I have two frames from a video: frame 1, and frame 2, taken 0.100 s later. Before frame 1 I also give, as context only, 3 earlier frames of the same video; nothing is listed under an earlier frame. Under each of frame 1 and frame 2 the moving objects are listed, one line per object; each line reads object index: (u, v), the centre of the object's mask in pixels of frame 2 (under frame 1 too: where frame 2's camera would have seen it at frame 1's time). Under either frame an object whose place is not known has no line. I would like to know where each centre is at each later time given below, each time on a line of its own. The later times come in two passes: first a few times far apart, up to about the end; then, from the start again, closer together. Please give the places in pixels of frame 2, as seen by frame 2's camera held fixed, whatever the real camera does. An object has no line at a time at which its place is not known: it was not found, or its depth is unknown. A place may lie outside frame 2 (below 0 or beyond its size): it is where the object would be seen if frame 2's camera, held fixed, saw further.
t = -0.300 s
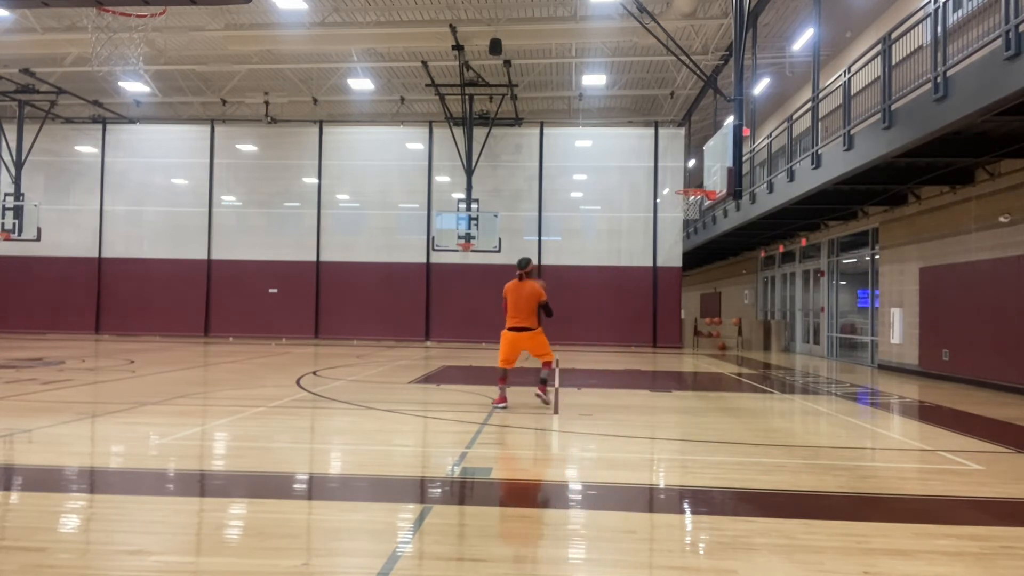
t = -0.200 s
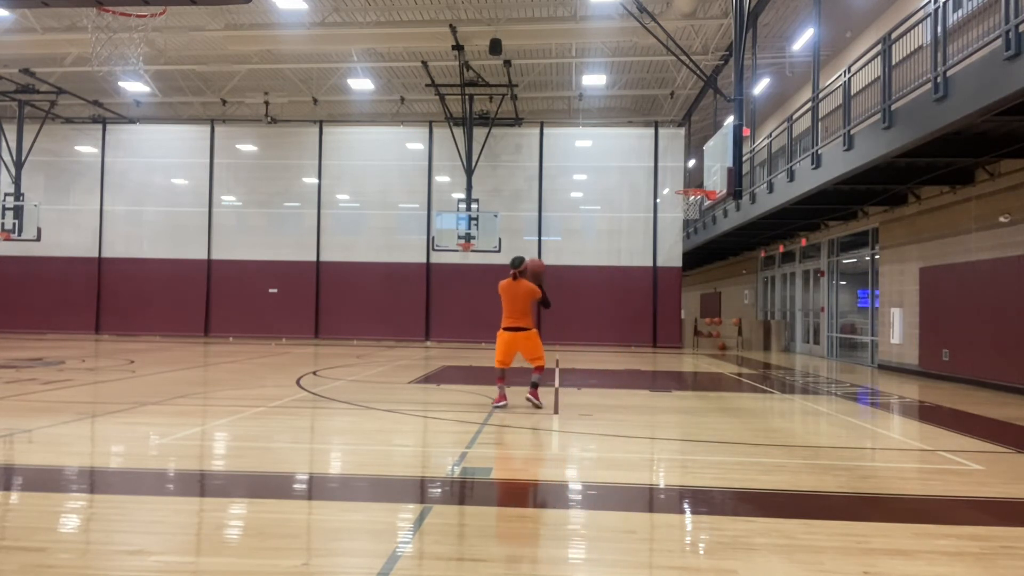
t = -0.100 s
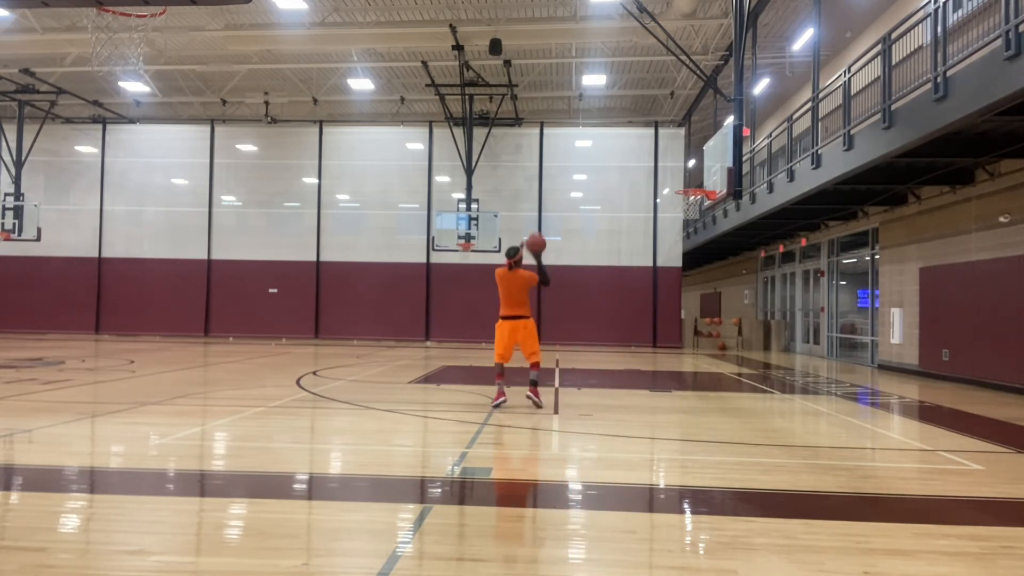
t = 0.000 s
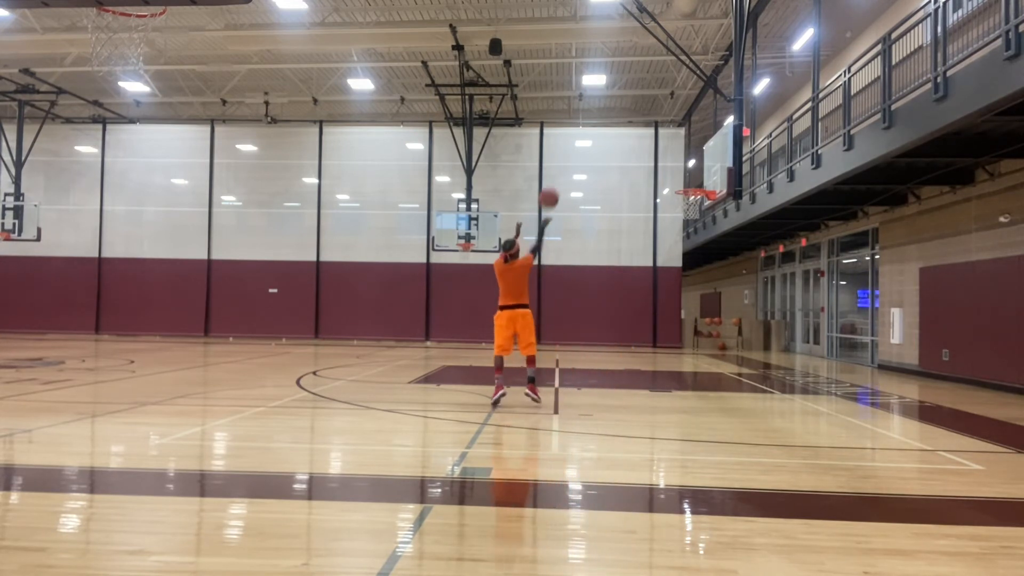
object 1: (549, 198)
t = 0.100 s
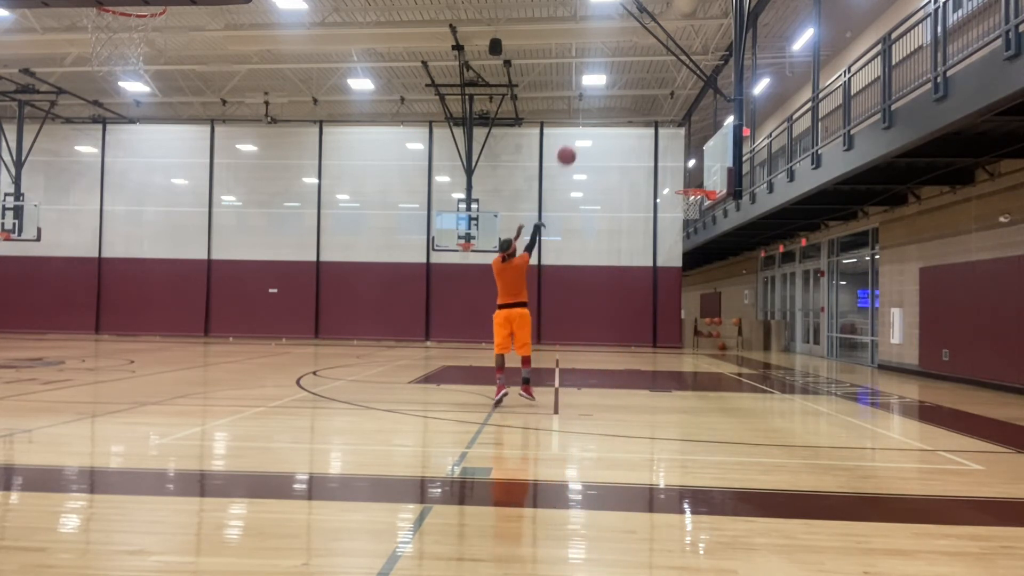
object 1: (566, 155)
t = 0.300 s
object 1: (598, 103)
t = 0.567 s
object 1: (633, 86)
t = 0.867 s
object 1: (665, 123)
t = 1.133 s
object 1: (687, 191)
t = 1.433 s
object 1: (696, 260)
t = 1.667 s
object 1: (700, 341)
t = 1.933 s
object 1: (702, 316)
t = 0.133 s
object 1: (571, 144)
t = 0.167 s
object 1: (577, 134)
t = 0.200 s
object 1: (583, 125)
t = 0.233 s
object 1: (588, 117)
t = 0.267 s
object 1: (593, 109)
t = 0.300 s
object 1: (598, 103)
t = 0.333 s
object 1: (603, 99)
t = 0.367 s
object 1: (608, 94)
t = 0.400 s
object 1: (612, 90)
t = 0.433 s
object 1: (616, 88)
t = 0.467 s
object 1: (621, 86)
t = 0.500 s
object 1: (625, 85)
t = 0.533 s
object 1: (629, 85)
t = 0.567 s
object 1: (633, 86)
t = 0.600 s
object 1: (637, 88)
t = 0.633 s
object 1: (640, 90)
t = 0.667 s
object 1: (644, 92)
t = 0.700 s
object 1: (648, 95)
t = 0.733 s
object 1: (652, 100)
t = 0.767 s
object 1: (655, 104)
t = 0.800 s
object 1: (659, 110)
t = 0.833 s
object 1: (662, 116)
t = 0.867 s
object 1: (665, 123)
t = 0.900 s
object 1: (668, 130)
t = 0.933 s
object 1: (671, 138)
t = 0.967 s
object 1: (674, 146)
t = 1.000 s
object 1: (677, 154)
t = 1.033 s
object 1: (680, 164)
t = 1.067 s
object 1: (682, 174)
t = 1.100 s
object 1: (685, 183)
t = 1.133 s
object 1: (687, 191)
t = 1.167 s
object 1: (690, 202)
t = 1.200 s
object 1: (691, 208)
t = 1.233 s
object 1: (692, 212)
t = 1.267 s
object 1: (692, 220)
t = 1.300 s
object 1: (693, 227)
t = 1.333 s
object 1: (694, 234)
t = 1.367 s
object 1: (694, 243)
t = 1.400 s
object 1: (695, 252)
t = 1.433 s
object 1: (696, 260)
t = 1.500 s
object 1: (696, 281)
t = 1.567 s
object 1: (698, 302)
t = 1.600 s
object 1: (698, 315)
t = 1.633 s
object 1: (699, 329)
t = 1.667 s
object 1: (700, 341)
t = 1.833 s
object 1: (702, 342)
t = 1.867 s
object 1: (702, 334)
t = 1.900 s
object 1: (702, 325)
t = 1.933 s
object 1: (702, 316)
